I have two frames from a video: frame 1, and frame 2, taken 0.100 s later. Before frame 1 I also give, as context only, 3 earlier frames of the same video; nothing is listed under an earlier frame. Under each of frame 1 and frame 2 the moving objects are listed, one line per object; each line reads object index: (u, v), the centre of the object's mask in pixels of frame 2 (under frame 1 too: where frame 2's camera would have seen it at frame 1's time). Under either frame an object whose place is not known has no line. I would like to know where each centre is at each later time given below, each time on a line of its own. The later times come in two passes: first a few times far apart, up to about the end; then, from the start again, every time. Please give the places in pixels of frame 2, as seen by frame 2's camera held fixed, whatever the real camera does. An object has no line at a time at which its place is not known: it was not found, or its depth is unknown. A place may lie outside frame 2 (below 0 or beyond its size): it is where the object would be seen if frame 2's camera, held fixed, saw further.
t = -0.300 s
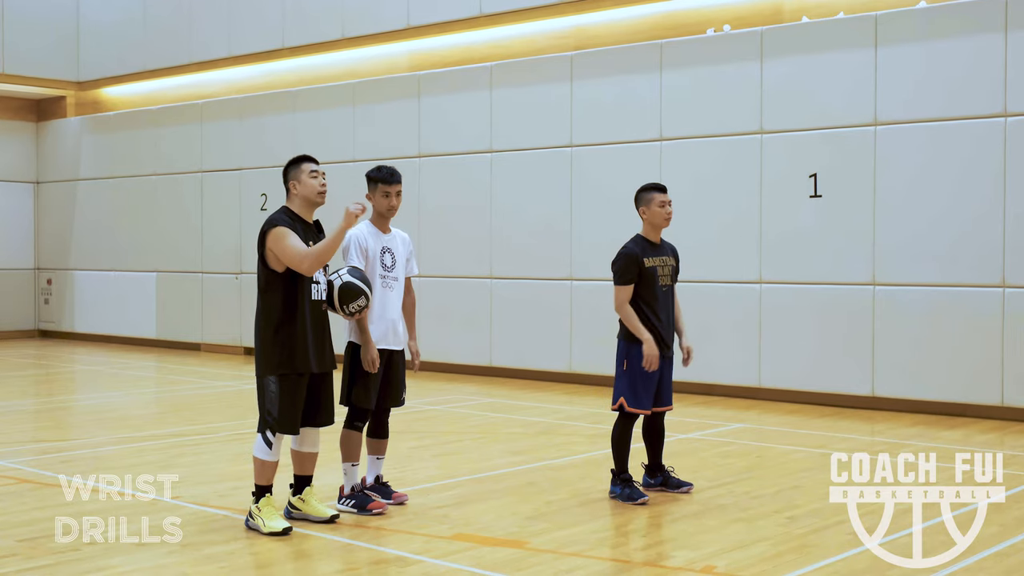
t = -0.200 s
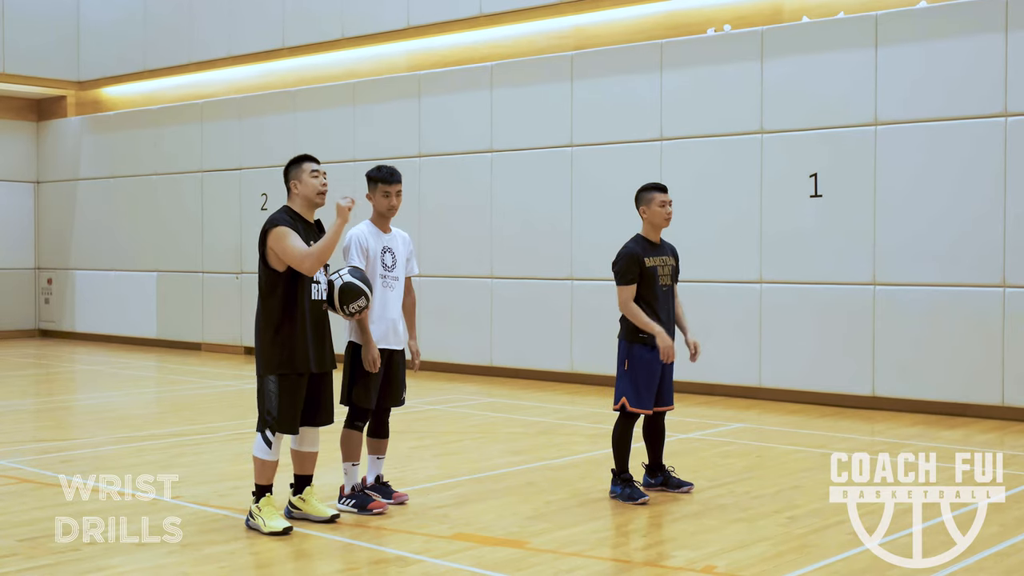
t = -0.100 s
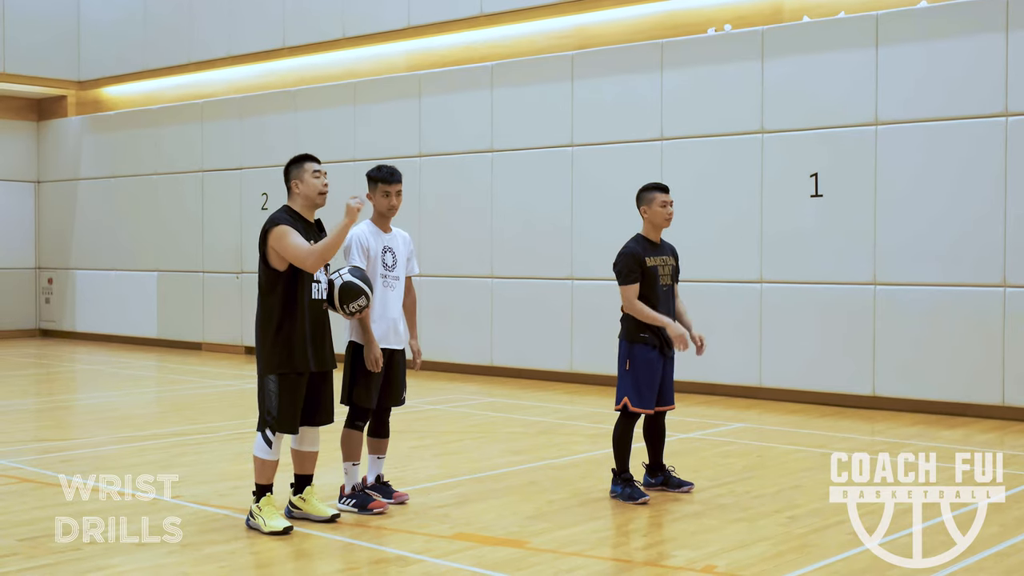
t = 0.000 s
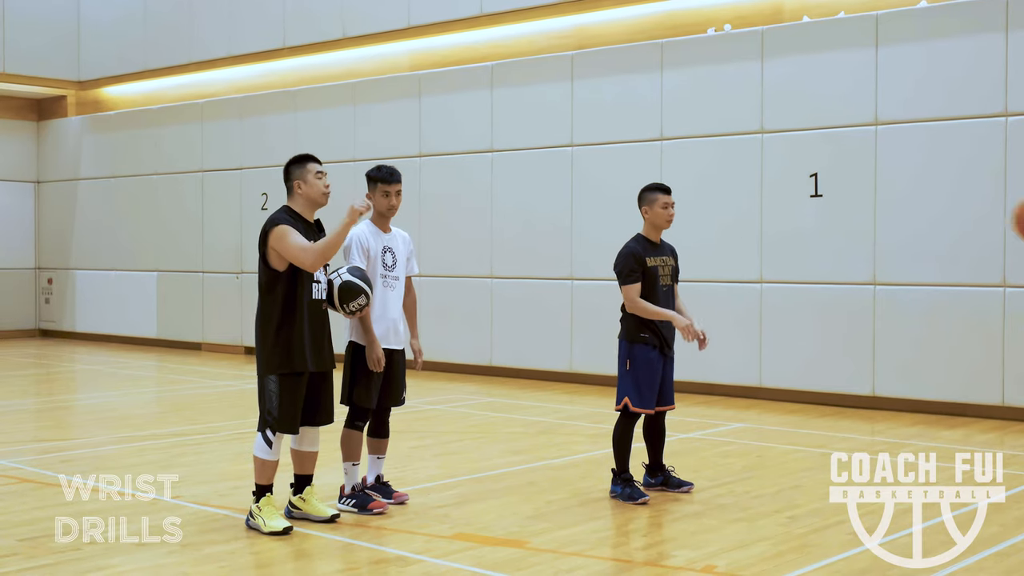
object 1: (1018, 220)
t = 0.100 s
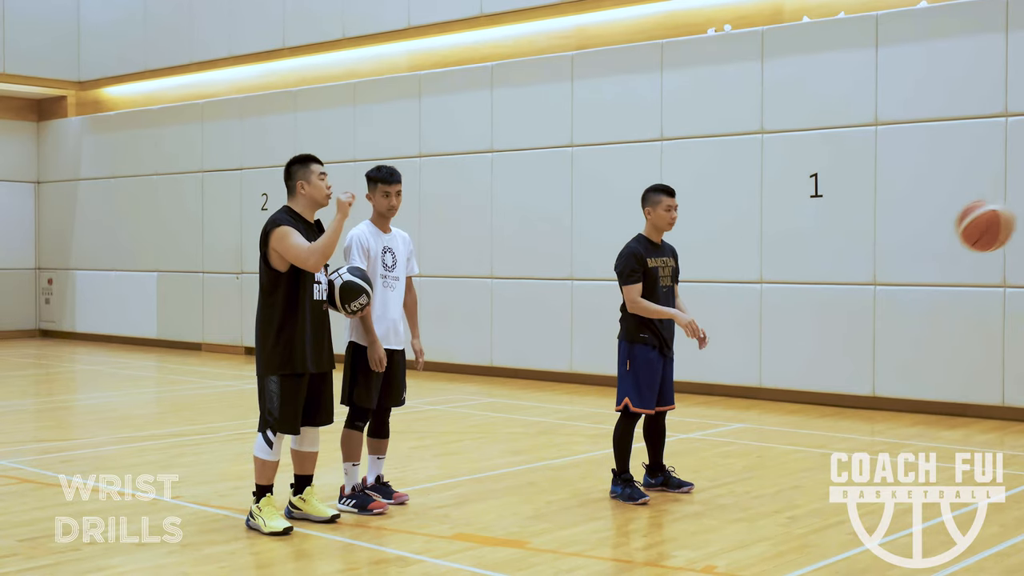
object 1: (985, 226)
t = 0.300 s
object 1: (877, 297)
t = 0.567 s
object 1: (752, 487)
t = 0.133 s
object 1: (966, 231)
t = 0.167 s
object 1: (947, 240)
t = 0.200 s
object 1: (930, 251)
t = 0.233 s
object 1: (911, 265)
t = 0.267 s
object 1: (894, 281)
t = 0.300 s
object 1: (877, 297)
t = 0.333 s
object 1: (860, 316)
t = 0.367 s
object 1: (844, 339)
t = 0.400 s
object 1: (827, 363)
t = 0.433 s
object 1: (812, 388)
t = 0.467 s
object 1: (797, 412)
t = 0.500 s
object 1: (781, 441)
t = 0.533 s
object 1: (767, 473)
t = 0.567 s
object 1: (752, 487)
